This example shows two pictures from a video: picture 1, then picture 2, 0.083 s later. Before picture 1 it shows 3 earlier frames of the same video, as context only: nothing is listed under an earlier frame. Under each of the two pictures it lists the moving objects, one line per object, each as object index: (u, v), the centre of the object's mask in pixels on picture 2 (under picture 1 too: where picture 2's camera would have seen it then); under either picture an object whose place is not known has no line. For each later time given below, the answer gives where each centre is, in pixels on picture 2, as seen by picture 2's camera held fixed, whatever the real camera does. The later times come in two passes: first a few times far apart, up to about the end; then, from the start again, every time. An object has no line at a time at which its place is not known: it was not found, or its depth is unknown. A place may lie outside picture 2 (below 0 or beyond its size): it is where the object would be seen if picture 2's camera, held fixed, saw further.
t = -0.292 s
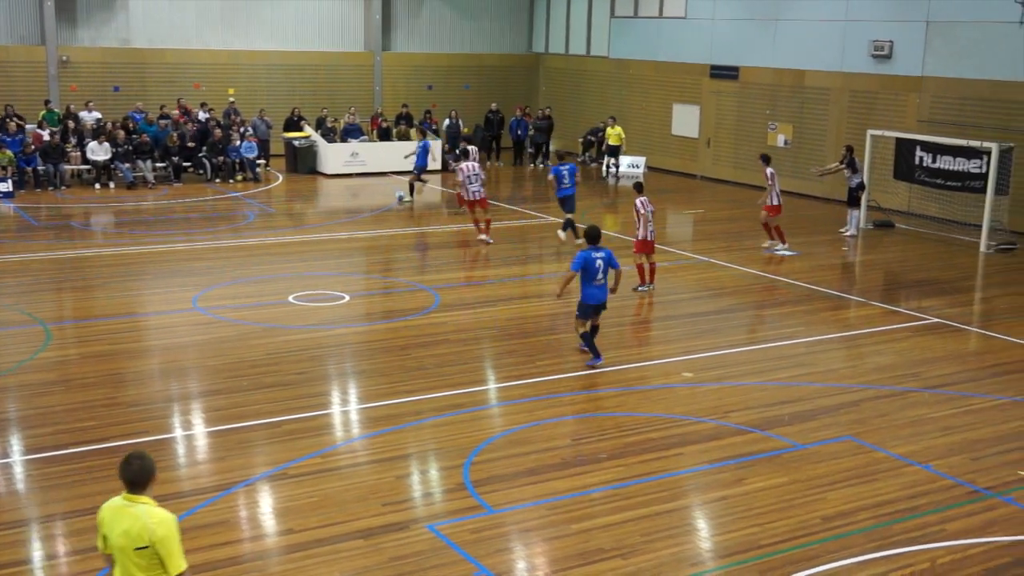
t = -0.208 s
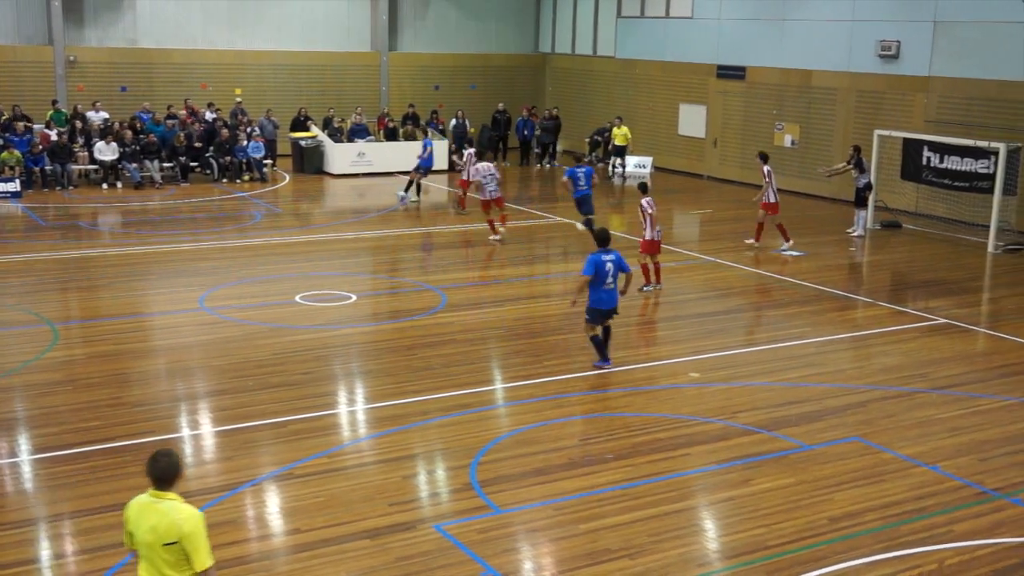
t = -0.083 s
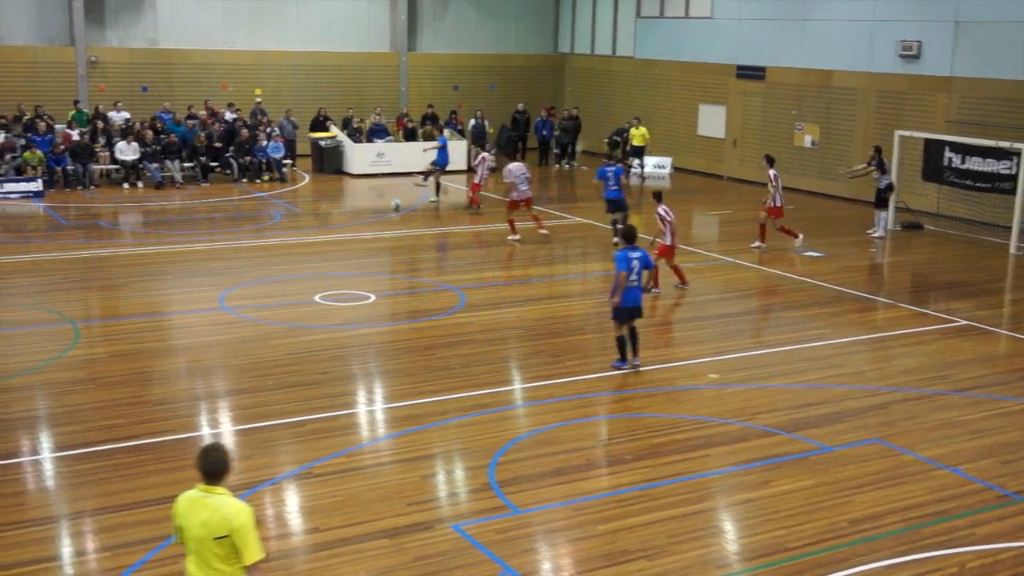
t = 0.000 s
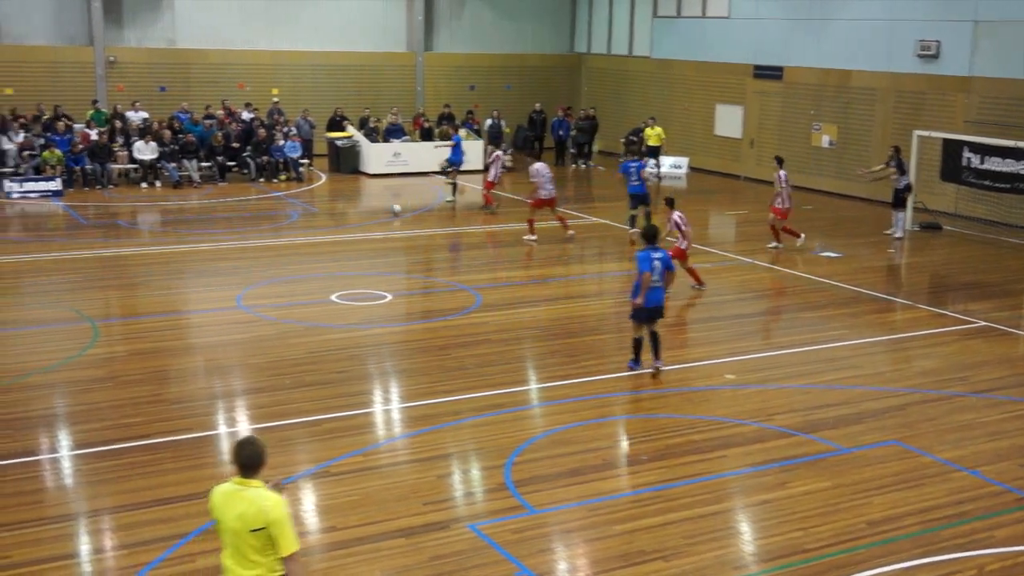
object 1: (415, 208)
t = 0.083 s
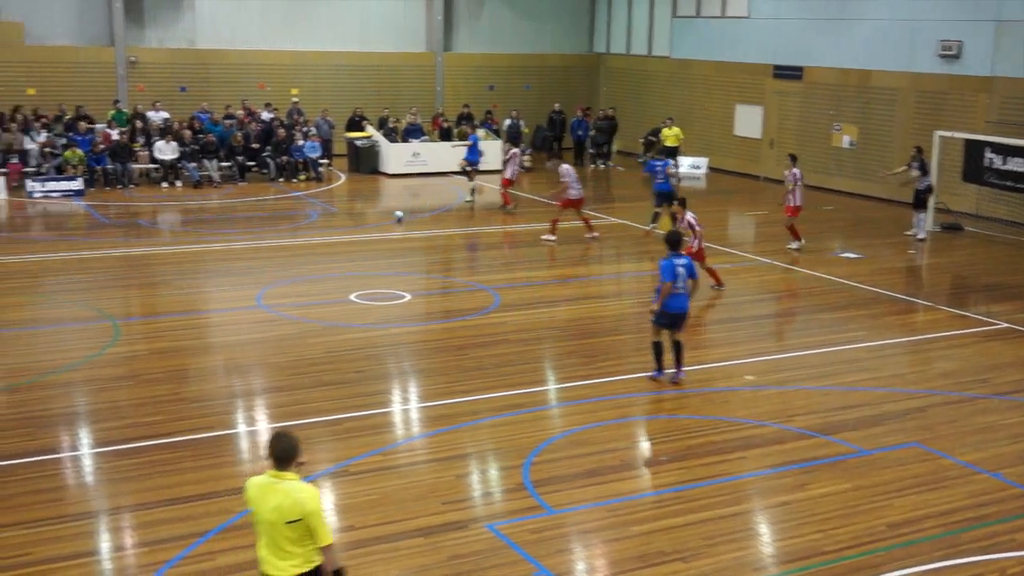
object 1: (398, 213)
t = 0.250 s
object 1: (366, 225)
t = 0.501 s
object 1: (316, 246)
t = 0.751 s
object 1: (266, 266)
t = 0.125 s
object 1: (391, 217)
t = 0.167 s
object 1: (382, 220)
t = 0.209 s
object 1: (374, 223)
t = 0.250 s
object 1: (366, 225)
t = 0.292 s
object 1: (357, 226)
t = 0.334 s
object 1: (349, 229)
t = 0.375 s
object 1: (340, 234)
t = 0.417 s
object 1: (333, 237)
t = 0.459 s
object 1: (324, 241)
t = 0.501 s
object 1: (316, 246)
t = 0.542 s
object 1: (308, 248)
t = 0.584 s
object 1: (300, 253)
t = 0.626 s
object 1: (290, 256)
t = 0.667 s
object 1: (283, 260)
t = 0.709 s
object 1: (273, 263)
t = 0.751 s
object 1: (266, 266)
